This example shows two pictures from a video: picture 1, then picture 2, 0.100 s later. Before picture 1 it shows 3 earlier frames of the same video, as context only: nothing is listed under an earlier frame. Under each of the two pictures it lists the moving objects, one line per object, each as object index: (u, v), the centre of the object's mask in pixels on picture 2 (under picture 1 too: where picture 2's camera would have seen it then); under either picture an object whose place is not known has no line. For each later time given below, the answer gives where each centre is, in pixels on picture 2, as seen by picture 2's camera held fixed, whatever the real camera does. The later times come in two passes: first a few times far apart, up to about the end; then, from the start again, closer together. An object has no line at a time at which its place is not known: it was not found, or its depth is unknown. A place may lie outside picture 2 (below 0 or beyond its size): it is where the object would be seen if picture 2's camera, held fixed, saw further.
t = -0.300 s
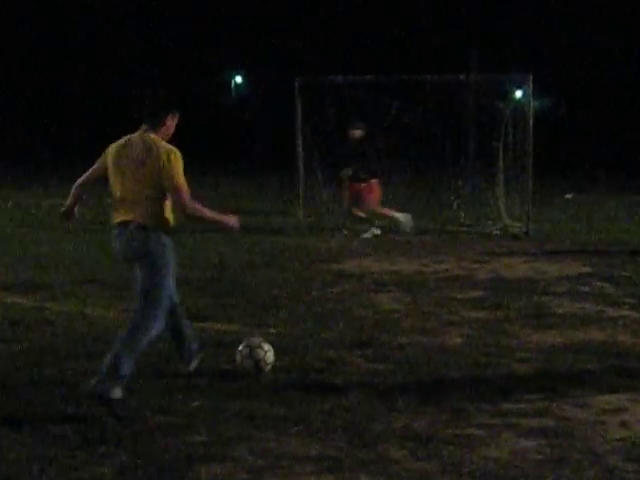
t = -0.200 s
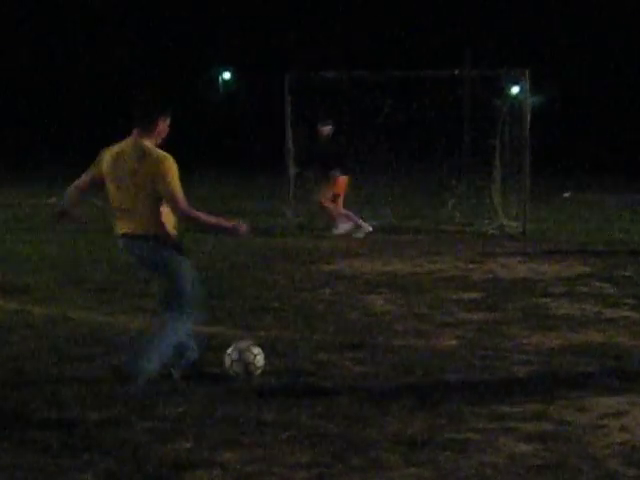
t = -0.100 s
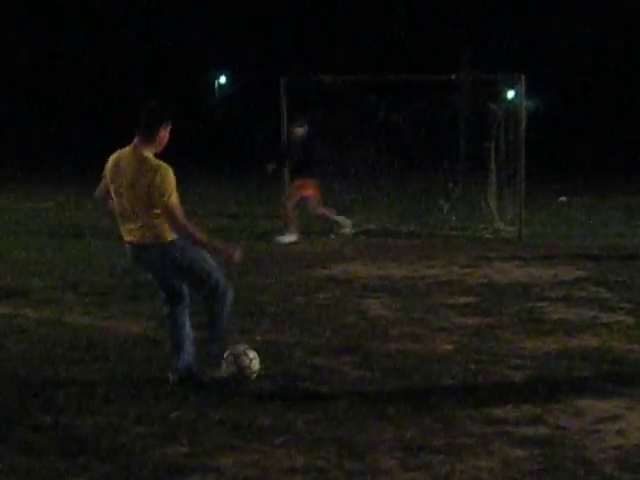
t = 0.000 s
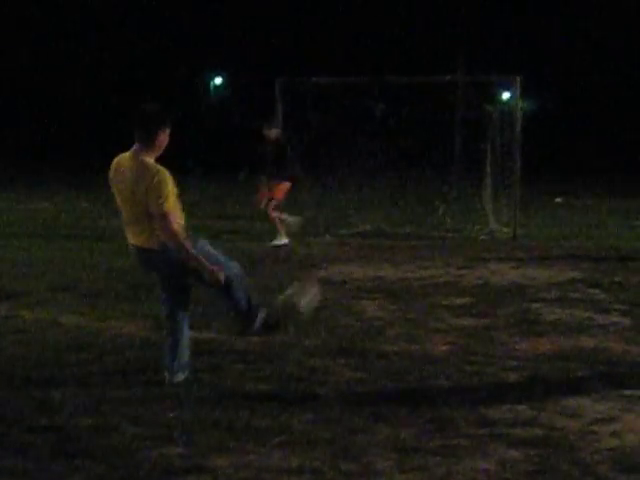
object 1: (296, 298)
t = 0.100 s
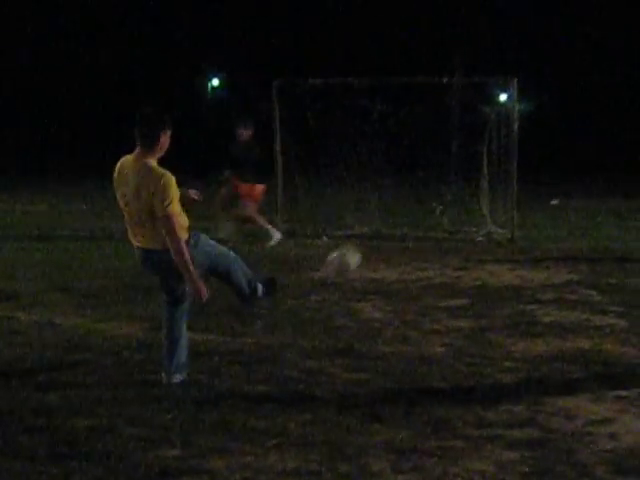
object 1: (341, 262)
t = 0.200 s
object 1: (378, 240)
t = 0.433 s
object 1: (427, 243)
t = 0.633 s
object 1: (443, 207)
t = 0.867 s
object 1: (467, 168)
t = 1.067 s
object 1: (470, 195)
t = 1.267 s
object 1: (464, 230)
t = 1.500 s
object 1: (459, 233)
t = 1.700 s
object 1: (457, 236)
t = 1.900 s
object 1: (454, 244)
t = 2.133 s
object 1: (448, 247)
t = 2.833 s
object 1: (428, 267)
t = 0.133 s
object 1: (356, 252)
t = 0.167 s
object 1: (368, 246)
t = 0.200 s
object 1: (378, 240)
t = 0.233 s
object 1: (386, 237)
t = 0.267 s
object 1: (397, 236)
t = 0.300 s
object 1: (404, 236)
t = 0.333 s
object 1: (409, 237)
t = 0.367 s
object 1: (414, 239)
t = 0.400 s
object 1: (420, 241)
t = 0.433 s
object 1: (427, 243)
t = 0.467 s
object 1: (429, 235)
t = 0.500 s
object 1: (434, 226)
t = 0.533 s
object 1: (436, 219)
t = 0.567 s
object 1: (436, 217)
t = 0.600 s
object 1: (438, 212)
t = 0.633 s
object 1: (443, 207)
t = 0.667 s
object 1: (446, 198)
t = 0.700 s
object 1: (448, 188)
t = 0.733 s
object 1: (449, 180)
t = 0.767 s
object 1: (454, 176)
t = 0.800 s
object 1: (462, 171)
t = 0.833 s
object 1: (468, 169)
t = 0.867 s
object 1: (467, 168)
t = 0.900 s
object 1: (466, 171)
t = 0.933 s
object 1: (470, 174)
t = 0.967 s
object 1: (471, 177)
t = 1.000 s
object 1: (466, 182)
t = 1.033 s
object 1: (468, 188)
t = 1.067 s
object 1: (470, 195)
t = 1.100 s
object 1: (469, 202)
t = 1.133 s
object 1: (467, 207)
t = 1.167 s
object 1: (466, 219)
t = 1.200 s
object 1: (468, 226)
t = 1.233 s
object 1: (464, 230)
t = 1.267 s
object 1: (464, 230)
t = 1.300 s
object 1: (465, 229)
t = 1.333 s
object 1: (466, 228)
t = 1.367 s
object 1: (466, 227)
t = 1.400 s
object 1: (464, 228)
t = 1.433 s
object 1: (464, 230)
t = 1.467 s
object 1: (461, 231)
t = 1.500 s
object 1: (459, 233)
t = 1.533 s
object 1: (457, 233)
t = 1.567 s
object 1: (457, 233)
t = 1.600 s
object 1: (457, 232)
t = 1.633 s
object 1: (457, 232)
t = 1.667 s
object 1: (458, 234)
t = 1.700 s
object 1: (457, 236)
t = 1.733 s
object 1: (453, 239)
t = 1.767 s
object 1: (453, 239)
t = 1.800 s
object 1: (454, 239)
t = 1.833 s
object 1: (454, 240)
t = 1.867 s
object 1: (455, 241)
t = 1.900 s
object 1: (454, 244)
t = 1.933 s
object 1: (452, 244)
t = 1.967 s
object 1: (452, 243)
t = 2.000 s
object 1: (453, 244)
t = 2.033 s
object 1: (451, 244)
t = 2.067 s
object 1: (449, 246)
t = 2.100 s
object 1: (447, 248)
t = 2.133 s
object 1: (448, 247)
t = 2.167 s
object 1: (446, 248)
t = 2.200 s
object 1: (444, 250)
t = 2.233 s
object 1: (446, 251)
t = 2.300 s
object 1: (443, 252)
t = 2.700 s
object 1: (432, 263)
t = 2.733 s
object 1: (431, 264)
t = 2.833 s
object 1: (428, 267)
